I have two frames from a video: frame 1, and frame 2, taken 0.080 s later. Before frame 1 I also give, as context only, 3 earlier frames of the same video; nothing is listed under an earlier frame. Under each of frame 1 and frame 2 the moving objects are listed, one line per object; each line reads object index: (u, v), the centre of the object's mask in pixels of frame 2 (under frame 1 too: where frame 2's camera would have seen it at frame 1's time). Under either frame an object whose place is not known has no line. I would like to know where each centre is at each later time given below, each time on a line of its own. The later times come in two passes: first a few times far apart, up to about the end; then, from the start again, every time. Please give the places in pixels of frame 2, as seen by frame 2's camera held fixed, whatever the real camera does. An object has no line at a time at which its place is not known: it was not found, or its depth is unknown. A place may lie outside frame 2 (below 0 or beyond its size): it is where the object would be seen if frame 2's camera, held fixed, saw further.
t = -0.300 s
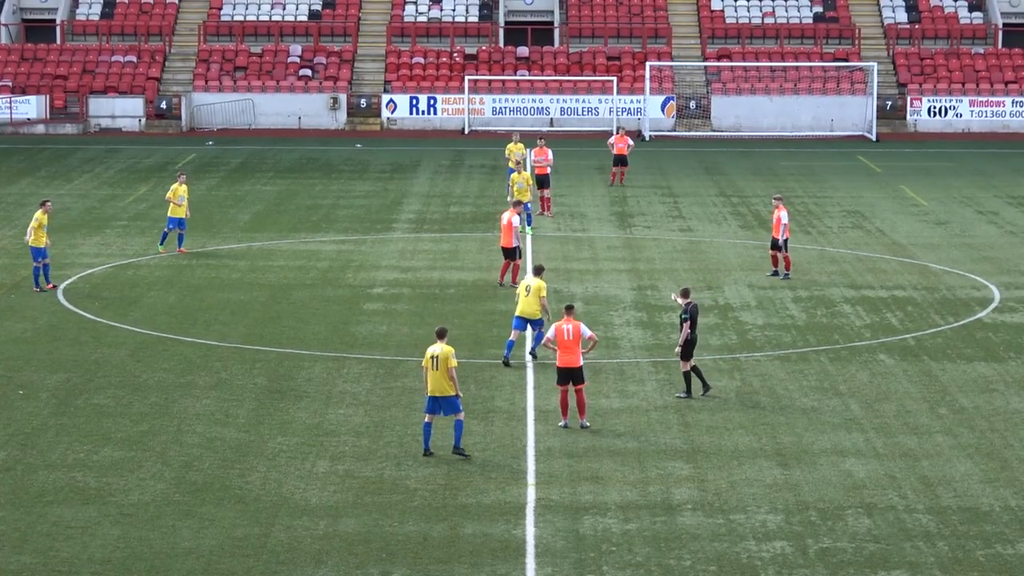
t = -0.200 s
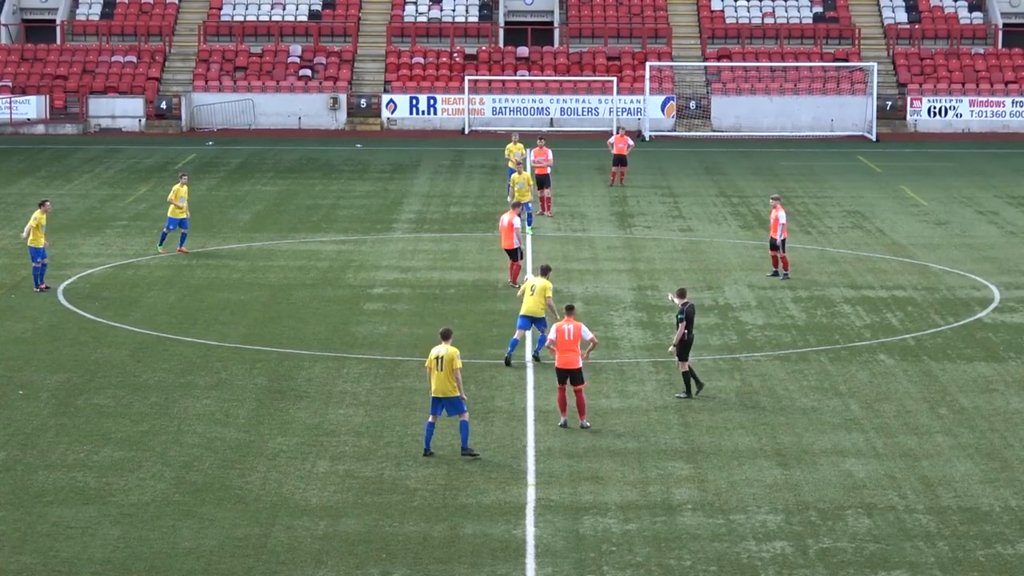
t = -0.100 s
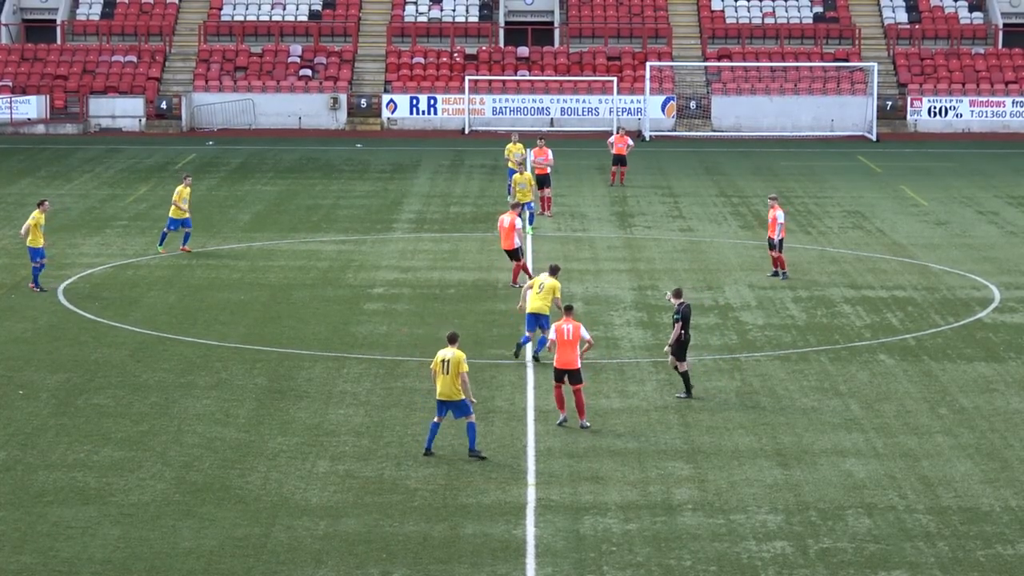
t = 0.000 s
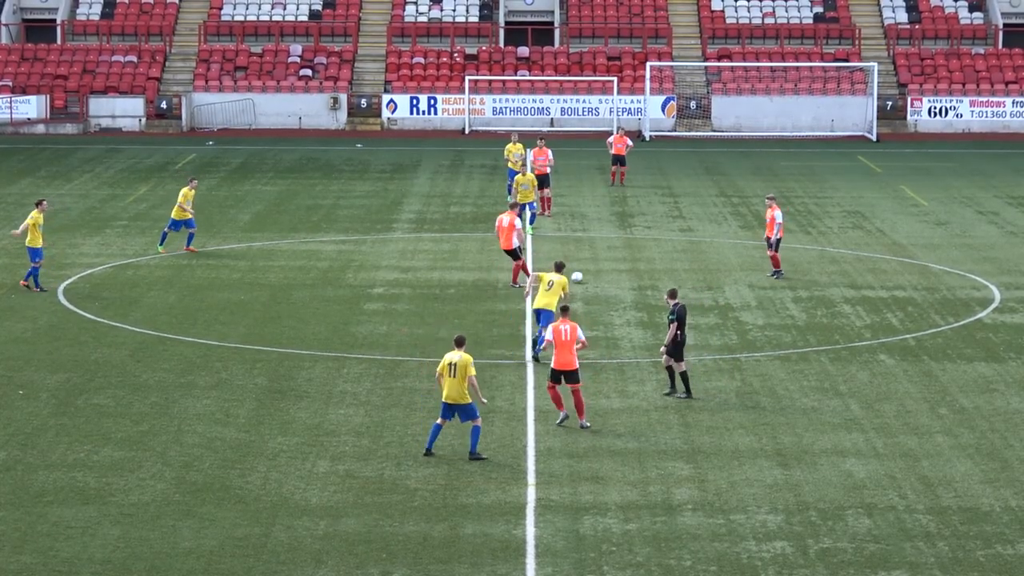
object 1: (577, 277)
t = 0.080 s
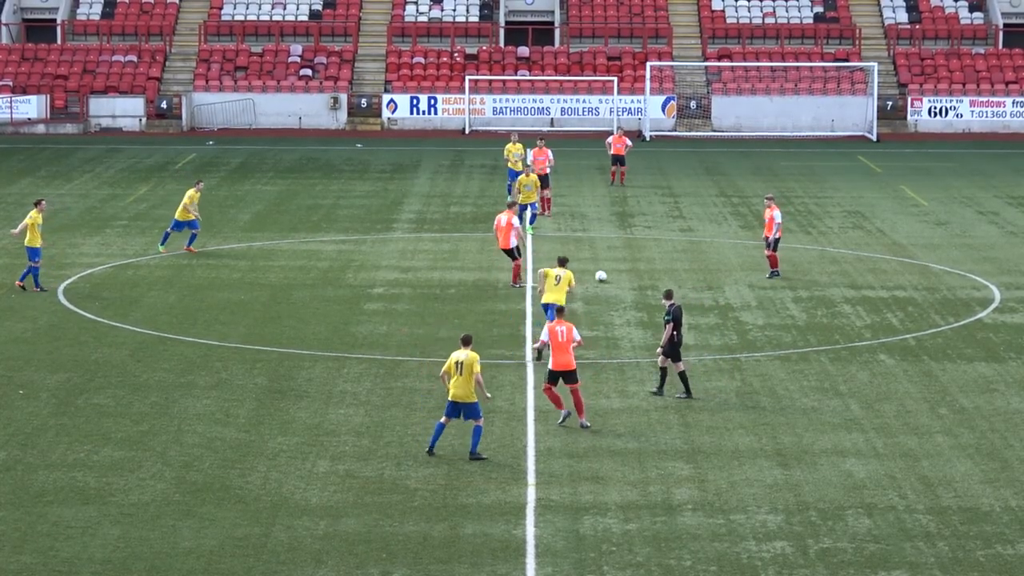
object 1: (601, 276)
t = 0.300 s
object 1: (658, 275)
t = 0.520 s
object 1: (705, 274)
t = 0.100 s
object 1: (606, 276)
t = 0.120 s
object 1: (612, 276)
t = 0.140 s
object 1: (617, 276)
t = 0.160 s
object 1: (623, 275)
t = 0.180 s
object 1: (628, 276)
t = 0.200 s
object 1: (633, 275)
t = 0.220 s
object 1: (638, 275)
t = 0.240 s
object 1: (644, 275)
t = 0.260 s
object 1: (649, 275)
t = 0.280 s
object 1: (653, 275)
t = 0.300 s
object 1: (658, 275)
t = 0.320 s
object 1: (663, 274)
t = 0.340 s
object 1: (668, 274)
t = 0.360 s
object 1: (672, 274)
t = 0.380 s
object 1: (676, 274)
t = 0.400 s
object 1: (681, 274)
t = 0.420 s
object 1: (685, 274)
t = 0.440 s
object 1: (689, 274)
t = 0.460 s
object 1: (693, 274)
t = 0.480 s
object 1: (697, 274)
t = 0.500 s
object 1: (701, 274)
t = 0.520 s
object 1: (705, 274)
